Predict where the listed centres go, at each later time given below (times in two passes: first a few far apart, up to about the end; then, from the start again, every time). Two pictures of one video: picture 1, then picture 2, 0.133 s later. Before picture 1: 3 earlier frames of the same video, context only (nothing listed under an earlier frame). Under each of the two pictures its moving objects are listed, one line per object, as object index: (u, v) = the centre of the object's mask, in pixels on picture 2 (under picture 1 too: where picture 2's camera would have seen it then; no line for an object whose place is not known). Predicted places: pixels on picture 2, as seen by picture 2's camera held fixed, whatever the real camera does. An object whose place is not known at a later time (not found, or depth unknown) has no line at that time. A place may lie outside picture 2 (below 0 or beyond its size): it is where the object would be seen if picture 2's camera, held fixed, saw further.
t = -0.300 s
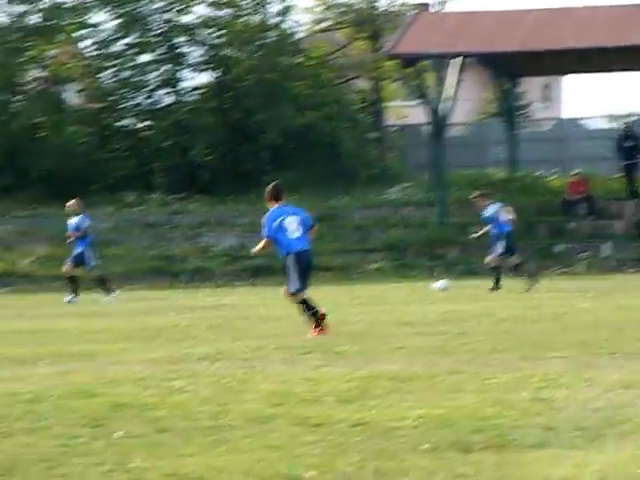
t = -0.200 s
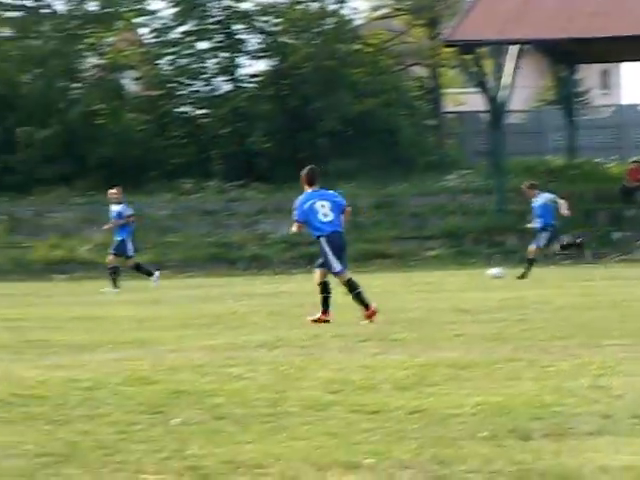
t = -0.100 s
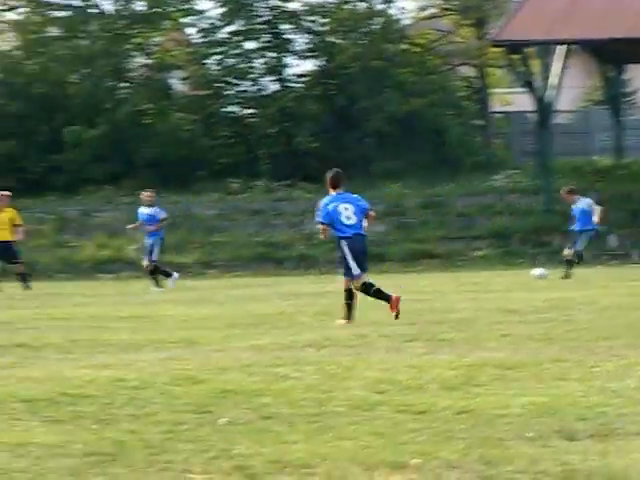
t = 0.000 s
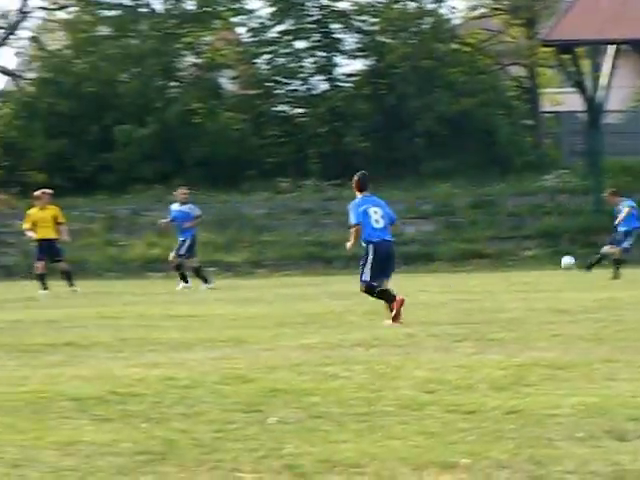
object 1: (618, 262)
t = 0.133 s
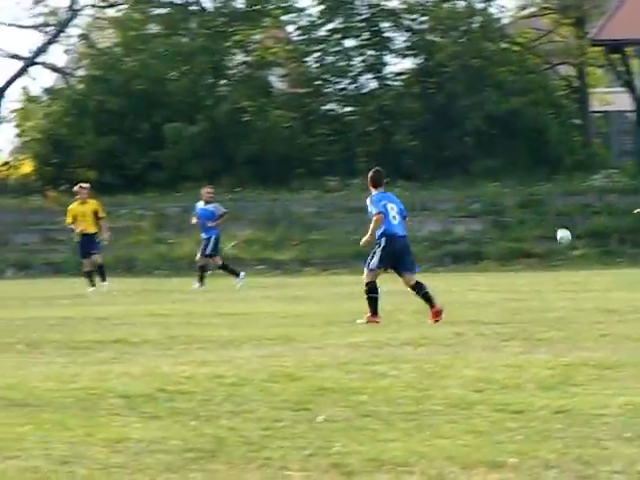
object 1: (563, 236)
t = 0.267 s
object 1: (513, 219)
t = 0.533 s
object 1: (419, 216)
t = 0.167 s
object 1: (550, 230)
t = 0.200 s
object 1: (537, 226)
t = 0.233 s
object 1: (525, 222)
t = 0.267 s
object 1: (513, 219)
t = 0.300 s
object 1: (501, 217)
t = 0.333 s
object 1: (489, 215)
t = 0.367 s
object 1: (477, 212)
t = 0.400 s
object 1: (466, 212)
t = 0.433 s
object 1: (454, 212)
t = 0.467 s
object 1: (442, 213)
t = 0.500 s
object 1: (430, 214)
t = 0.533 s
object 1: (419, 216)
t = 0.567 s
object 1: (408, 220)
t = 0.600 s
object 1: (398, 222)
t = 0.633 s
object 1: (386, 228)
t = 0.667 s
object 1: (375, 233)
